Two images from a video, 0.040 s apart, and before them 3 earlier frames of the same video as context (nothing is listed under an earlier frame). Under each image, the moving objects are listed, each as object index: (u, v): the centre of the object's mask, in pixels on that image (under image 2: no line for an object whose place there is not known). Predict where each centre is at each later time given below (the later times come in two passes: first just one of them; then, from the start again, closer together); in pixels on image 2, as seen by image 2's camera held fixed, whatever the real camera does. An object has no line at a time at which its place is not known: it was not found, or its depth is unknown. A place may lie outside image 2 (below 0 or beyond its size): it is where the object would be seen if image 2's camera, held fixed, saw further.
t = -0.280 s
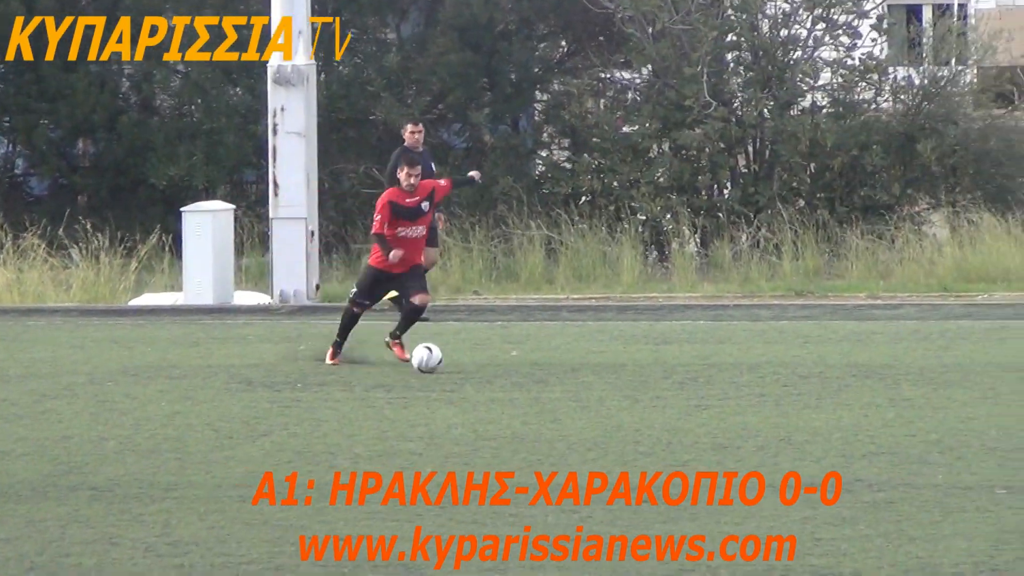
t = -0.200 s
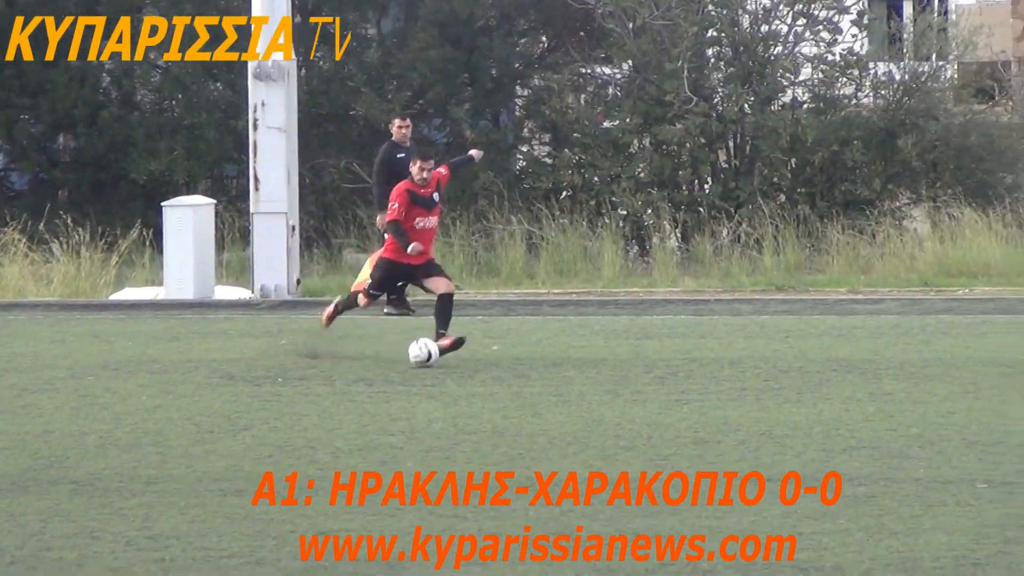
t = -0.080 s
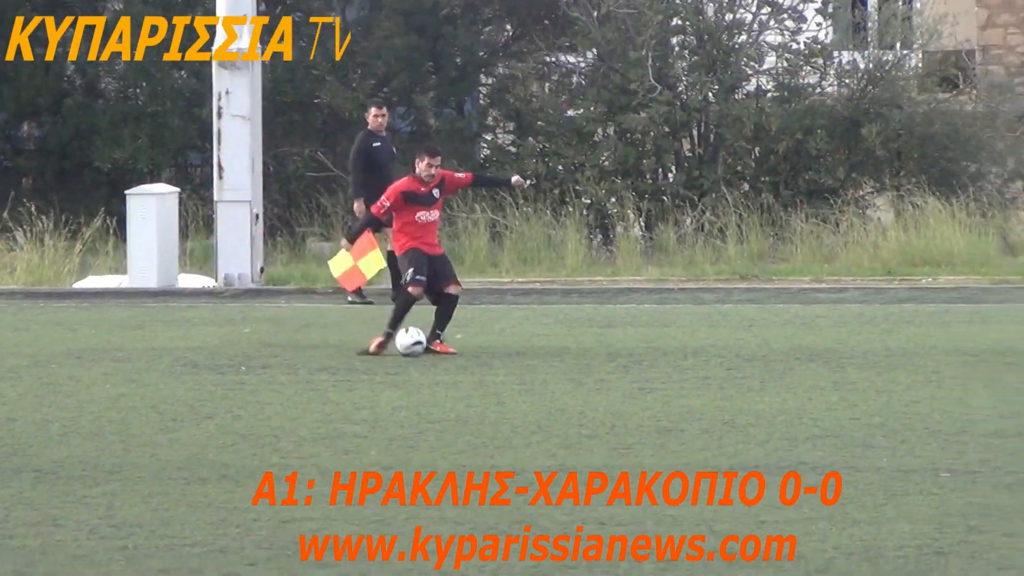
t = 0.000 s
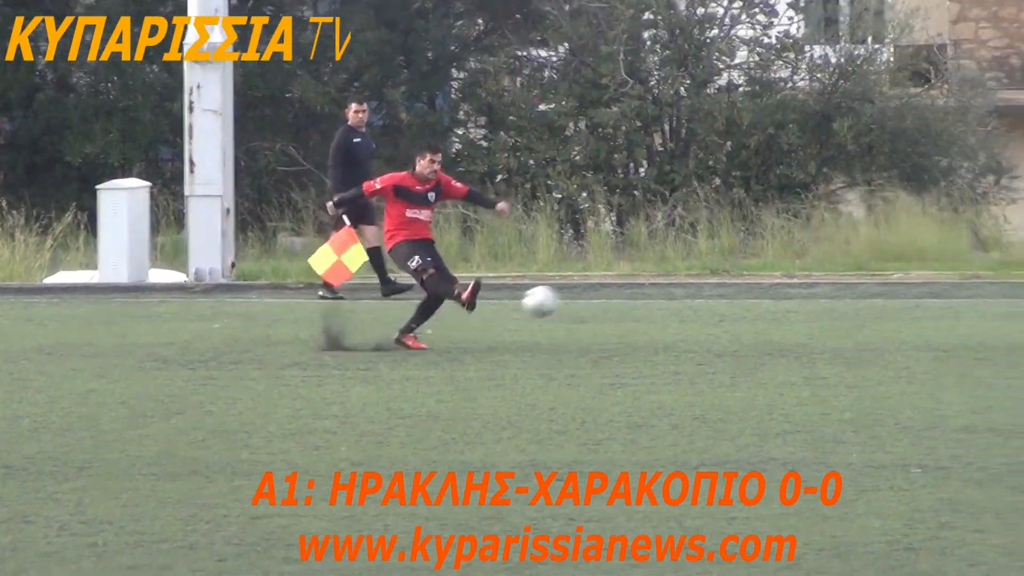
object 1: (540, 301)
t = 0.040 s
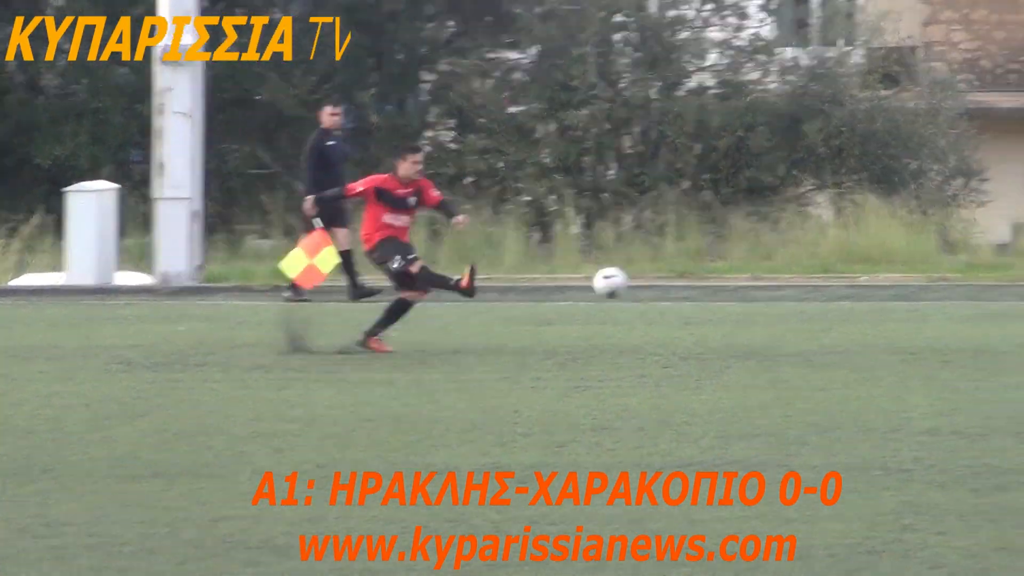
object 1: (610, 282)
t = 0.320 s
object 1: (1404, 191)
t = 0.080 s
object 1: (714, 263)
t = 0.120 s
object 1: (822, 246)
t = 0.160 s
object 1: (934, 231)
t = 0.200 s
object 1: (1054, 218)
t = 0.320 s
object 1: (1404, 191)
